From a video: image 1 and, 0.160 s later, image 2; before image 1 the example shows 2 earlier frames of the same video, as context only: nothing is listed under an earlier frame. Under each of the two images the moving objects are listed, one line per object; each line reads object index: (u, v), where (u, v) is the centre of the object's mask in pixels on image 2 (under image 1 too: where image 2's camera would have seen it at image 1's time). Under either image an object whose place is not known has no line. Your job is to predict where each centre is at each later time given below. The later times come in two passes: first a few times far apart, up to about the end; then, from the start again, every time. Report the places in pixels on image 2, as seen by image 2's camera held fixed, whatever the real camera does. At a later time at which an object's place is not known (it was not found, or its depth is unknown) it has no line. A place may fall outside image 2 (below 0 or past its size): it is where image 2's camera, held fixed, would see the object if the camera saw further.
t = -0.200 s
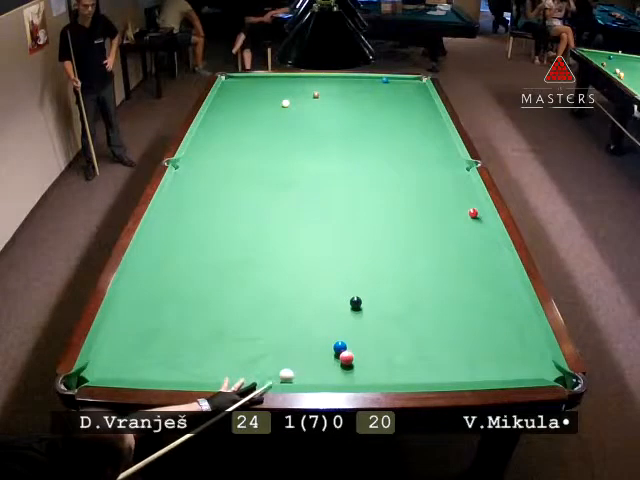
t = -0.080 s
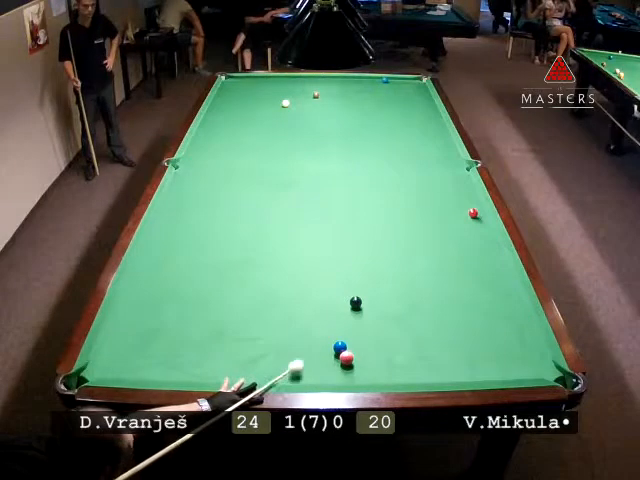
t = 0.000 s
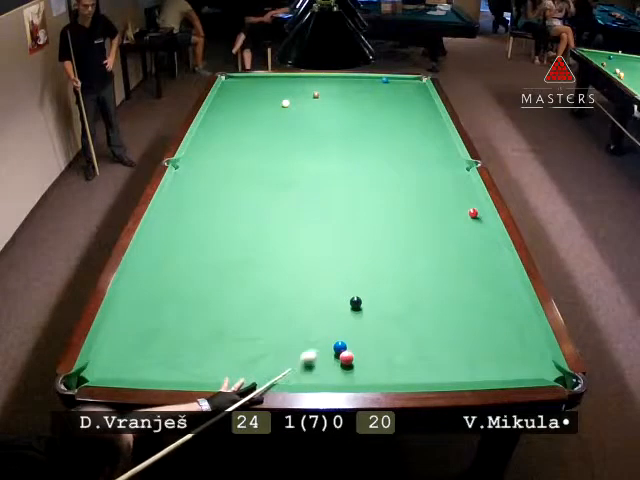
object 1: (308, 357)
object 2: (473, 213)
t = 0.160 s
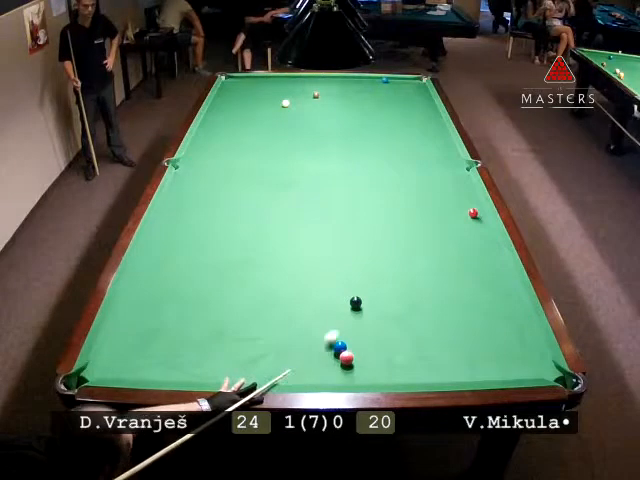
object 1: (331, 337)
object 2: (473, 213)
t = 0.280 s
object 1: (347, 325)
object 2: (473, 213)
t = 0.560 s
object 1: (381, 296)
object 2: (473, 213)
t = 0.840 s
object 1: (409, 272)
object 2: (473, 213)
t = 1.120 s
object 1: (433, 252)
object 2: (473, 213)
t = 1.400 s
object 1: (454, 235)
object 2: (473, 212)
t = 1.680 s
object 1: (472, 220)
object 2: (473, 212)
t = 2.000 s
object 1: (479, 216)
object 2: (471, 205)
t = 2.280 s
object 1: (467, 215)
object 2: (470, 199)
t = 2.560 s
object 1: (457, 214)
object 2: (469, 192)
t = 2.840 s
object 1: (448, 213)
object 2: (468, 189)
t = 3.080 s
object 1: (441, 213)
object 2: (468, 186)
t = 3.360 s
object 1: (435, 213)
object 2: (467, 182)
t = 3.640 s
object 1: (431, 213)
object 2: (466, 180)
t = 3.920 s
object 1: (429, 213)
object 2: (466, 179)
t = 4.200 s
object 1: (429, 213)
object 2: (465, 179)
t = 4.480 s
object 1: (429, 213)
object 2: (465, 179)
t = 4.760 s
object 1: (429, 213)
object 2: (465, 179)
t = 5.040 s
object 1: (430, 213)
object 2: (465, 179)
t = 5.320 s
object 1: (430, 213)
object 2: (465, 178)
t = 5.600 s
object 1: (430, 213)
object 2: (465, 178)
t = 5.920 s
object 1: (430, 213)
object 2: (465, 179)
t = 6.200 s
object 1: (430, 213)
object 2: (465, 179)
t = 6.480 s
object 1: (430, 213)
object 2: (465, 179)
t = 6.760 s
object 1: (430, 213)
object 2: (465, 179)
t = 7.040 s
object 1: (430, 213)
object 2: (465, 179)
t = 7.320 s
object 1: (430, 213)
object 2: (465, 179)
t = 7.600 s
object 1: (430, 213)
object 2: (465, 179)
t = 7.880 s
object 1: (430, 213)
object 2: (465, 179)
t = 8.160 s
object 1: (430, 213)
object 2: (465, 179)
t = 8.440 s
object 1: (430, 213)
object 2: (465, 179)
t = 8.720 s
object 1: (430, 213)
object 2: (465, 178)
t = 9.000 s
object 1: (430, 213)
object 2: (465, 178)
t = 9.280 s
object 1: (429, 213)
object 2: (465, 179)
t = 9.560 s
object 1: (430, 213)
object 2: (465, 179)
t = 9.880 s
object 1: (429, 213)
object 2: (465, 179)
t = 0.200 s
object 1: (336, 332)
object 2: (473, 213)
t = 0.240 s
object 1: (342, 328)
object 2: (473, 213)
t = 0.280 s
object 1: (347, 325)
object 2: (473, 213)
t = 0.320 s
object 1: (352, 319)
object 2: (473, 213)
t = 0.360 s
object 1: (358, 315)
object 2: (473, 213)
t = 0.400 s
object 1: (363, 311)
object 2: (473, 213)
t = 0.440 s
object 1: (368, 308)
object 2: (473, 213)
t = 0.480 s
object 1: (373, 304)
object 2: (473, 213)
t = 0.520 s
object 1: (377, 300)
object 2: (473, 213)
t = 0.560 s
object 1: (381, 296)
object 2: (473, 213)
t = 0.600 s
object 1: (385, 293)
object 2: (473, 213)
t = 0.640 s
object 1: (390, 289)
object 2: (473, 213)
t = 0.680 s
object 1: (394, 285)
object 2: (473, 213)
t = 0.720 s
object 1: (398, 282)
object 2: (473, 213)
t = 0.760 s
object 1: (402, 279)
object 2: (473, 213)
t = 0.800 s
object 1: (406, 275)
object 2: (473, 213)
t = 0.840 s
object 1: (409, 272)
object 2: (473, 213)
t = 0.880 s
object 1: (413, 269)
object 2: (473, 213)
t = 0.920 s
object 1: (416, 266)
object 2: (473, 213)
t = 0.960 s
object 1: (421, 263)
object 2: (473, 213)
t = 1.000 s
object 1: (424, 261)
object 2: (473, 213)
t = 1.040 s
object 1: (427, 257)
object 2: (473, 213)
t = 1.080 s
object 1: (430, 255)
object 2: (473, 213)
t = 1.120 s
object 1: (433, 252)
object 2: (473, 213)
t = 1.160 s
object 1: (437, 249)
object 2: (473, 213)
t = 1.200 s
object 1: (440, 247)
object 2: (473, 213)
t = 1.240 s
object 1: (443, 244)
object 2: (473, 213)
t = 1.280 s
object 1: (446, 242)
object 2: (473, 213)
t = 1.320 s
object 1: (448, 239)
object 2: (473, 213)
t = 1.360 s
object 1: (451, 237)
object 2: (473, 213)
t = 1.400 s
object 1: (454, 235)
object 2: (473, 212)
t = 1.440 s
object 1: (457, 232)
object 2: (473, 212)
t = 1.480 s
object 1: (459, 230)
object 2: (473, 213)
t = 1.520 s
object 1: (462, 229)
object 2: (473, 213)
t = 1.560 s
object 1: (465, 226)
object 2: (473, 213)
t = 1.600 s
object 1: (467, 224)
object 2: (473, 212)
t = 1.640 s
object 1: (470, 222)
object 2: (473, 212)
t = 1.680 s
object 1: (472, 220)
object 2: (473, 212)
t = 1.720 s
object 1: (475, 218)
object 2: (472, 211)
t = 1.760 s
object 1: (477, 218)
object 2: (472, 211)
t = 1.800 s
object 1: (479, 218)
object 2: (472, 210)
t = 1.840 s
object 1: (482, 217)
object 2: (472, 209)
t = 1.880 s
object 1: (484, 217)
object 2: (472, 208)
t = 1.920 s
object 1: (483, 216)
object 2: (472, 207)
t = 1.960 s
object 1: (481, 216)
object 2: (471, 206)
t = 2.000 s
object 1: (479, 216)
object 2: (471, 205)
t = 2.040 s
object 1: (477, 216)
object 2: (471, 204)
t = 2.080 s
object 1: (475, 216)
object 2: (471, 203)
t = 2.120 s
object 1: (473, 216)
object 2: (471, 202)
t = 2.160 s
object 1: (472, 215)
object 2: (471, 201)
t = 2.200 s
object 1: (470, 215)
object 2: (471, 200)
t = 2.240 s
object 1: (469, 215)
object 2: (470, 200)
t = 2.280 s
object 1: (467, 215)
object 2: (470, 199)
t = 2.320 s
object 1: (465, 215)
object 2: (470, 198)
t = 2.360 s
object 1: (464, 215)
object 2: (470, 197)
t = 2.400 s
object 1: (462, 214)
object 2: (470, 196)
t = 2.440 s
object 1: (461, 214)
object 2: (470, 196)
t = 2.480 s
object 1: (459, 214)
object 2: (470, 195)
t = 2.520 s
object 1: (458, 214)
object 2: (470, 195)
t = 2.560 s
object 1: (457, 214)
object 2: (469, 192)
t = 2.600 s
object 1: (455, 214)
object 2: (469, 192)
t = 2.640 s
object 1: (454, 214)
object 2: (468, 191)
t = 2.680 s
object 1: (452, 214)
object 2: (468, 191)
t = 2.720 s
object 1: (451, 214)
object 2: (468, 191)
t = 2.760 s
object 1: (450, 213)
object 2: (468, 190)
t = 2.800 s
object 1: (449, 214)
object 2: (468, 189)
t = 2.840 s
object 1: (448, 213)
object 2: (468, 189)
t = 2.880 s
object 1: (447, 213)
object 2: (468, 188)
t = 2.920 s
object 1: (445, 213)
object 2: (468, 188)
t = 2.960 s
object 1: (443, 213)
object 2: (468, 187)
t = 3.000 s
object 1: (442, 213)
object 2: (468, 187)
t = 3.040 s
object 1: (442, 213)
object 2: (468, 186)
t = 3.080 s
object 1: (441, 213)
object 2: (468, 186)
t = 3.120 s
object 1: (440, 213)
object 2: (467, 185)
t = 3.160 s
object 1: (439, 213)
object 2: (467, 185)
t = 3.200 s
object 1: (438, 213)
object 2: (467, 184)
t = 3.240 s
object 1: (437, 213)
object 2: (467, 184)
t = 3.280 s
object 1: (436, 213)
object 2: (467, 183)
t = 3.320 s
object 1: (436, 213)
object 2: (467, 183)
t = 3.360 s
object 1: (435, 213)
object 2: (467, 182)
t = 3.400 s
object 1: (434, 213)
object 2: (467, 182)
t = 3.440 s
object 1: (434, 213)
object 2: (467, 182)
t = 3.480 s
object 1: (433, 213)
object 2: (467, 181)
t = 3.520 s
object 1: (433, 213)
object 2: (467, 181)
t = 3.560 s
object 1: (432, 213)
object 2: (467, 181)
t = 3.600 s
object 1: (431, 213)
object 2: (467, 181)
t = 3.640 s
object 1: (431, 213)
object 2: (466, 180)
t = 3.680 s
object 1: (431, 213)
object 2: (466, 180)
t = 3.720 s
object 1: (431, 213)
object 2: (466, 180)
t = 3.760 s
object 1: (430, 213)
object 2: (466, 180)
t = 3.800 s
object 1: (430, 213)
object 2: (466, 180)
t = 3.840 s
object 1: (430, 213)
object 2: (466, 180)
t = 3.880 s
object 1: (429, 213)
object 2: (466, 179)
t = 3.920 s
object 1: (429, 213)
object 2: (466, 179)
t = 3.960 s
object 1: (429, 213)
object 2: (466, 179)
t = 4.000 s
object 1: (429, 213)
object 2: (466, 179)
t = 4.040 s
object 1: (429, 213)
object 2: (466, 179)
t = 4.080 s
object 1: (429, 213)
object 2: (466, 179)
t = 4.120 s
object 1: (429, 213)
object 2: (466, 179)
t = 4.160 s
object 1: (429, 213)
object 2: (465, 179)
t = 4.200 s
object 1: (429, 213)
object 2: (465, 179)
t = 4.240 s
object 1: (429, 213)
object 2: (465, 179)
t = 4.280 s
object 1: (429, 213)
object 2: (465, 179)
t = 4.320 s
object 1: (429, 213)
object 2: (465, 179)
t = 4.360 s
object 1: (429, 213)
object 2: (465, 179)
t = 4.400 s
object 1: (430, 213)
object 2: (465, 179)
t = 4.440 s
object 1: (429, 213)
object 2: (465, 179)
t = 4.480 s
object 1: (429, 213)
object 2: (465, 179)
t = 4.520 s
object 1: (429, 213)
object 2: (465, 179)
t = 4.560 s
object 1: (429, 213)
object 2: (465, 179)
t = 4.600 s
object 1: (429, 213)
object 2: (465, 179)
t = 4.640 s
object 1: (429, 213)
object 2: (465, 179)
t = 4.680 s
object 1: (429, 213)
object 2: (465, 179)
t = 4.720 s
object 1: (429, 213)
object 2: (465, 179)
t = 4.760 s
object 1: (429, 213)
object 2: (465, 179)
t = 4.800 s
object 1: (430, 213)
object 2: (465, 179)
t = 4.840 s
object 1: (430, 213)
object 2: (465, 179)
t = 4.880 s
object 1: (430, 213)
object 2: (465, 179)
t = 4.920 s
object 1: (430, 213)
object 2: (465, 179)
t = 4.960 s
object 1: (430, 213)
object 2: (465, 179)
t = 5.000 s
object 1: (430, 213)
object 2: (465, 179)
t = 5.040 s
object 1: (430, 213)
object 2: (465, 179)
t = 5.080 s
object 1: (430, 213)
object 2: (465, 178)
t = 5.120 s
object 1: (430, 213)
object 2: (465, 179)
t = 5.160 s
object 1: (430, 213)
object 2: (465, 179)
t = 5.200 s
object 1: (430, 213)
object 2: (465, 179)
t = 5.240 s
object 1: (430, 213)
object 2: (465, 179)
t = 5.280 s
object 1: (430, 213)
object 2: (465, 178)
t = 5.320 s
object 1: (430, 213)
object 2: (465, 178)
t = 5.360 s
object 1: (430, 213)
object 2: (465, 178)
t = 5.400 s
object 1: (430, 213)
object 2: (465, 178)
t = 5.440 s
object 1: (430, 213)
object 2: (465, 178)
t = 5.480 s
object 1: (430, 213)
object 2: (465, 178)
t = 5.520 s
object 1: (430, 213)
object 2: (465, 178)
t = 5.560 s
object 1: (430, 213)
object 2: (465, 178)
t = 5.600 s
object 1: (430, 213)
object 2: (465, 178)
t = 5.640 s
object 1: (430, 213)
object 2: (465, 178)
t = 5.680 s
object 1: (430, 213)
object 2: (465, 179)
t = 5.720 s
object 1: (430, 213)
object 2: (465, 179)
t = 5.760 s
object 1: (430, 213)
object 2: (465, 179)
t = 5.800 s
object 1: (430, 213)
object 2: (465, 179)
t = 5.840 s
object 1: (430, 213)
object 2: (465, 179)
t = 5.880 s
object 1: (430, 213)
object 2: (465, 179)
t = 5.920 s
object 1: (430, 213)
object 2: (465, 179)
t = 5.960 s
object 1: (430, 213)
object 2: (465, 179)
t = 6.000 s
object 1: (430, 213)
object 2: (465, 179)
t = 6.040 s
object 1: (430, 213)
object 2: (465, 179)
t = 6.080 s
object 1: (430, 213)
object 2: (465, 179)
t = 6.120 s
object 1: (430, 213)
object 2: (465, 179)
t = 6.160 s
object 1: (430, 213)
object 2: (465, 179)
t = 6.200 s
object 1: (430, 213)
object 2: (465, 179)
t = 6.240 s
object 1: (430, 213)
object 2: (465, 179)
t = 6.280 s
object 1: (430, 213)
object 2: (465, 179)
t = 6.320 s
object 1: (430, 213)
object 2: (465, 179)
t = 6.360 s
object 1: (430, 213)
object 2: (465, 179)
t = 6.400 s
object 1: (430, 213)
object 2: (465, 179)
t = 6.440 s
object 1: (430, 213)
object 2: (465, 179)
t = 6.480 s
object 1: (430, 213)
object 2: (465, 179)
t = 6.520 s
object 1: (430, 213)
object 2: (465, 179)
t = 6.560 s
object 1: (430, 213)
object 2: (465, 179)
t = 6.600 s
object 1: (430, 213)
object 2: (465, 179)
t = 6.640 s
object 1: (430, 213)
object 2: (465, 179)
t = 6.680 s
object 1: (430, 213)
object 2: (465, 179)
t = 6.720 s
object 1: (430, 213)
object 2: (465, 179)
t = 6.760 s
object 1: (430, 213)
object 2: (465, 179)
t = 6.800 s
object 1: (430, 213)
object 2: (465, 179)
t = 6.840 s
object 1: (430, 213)
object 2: (465, 179)
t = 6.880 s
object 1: (430, 213)
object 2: (465, 179)
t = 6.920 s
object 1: (430, 213)
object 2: (465, 179)
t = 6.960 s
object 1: (430, 213)
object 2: (465, 179)
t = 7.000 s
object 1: (430, 213)
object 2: (465, 179)
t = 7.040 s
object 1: (430, 213)
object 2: (465, 179)
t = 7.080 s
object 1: (430, 213)
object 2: (465, 179)
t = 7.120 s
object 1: (430, 213)
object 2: (465, 179)
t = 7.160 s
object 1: (430, 213)
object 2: (465, 179)
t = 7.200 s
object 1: (430, 213)
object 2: (465, 179)
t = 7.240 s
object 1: (430, 213)
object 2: (465, 179)
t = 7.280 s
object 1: (430, 213)
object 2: (465, 179)
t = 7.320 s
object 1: (430, 213)
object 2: (465, 179)
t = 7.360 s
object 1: (430, 213)
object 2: (465, 179)
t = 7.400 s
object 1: (430, 213)
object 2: (465, 179)
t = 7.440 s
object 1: (430, 213)
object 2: (465, 179)
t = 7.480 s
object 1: (430, 213)
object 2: (465, 179)
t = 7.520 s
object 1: (430, 213)
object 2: (465, 179)
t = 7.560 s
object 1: (430, 213)
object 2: (465, 179)
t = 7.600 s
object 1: (430, 213)
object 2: (465, 179)
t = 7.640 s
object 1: (430, 213)
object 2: (465, 179)
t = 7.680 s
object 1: (430, 213)
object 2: (465, 179)
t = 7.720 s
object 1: (430, 213)
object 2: (465, 179)
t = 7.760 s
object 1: (430, 213)
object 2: (465, 179)
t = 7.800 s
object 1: (430, 213)
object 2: (465, 179)
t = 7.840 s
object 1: (430, 213)
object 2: (465, 179)
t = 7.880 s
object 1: (430, 213)
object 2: (465, 179)
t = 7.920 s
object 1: (430, 213)
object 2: (465, 179)
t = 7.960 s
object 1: (430, 213)
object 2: (465, 179)
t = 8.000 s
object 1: (430, 213)
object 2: (465, 179)
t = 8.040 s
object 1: (430, 213)
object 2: (465, 179)
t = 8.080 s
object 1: (430, 213)
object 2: (465, 179)
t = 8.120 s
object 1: (430, 213)
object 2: (465, 179)
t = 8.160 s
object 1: (430, 213)
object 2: (465, 179)
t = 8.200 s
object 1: (430, 213)
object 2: (465, 179)
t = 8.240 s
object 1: (430, 213)
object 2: (465, 179)
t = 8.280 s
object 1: (430, 213)
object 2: (465, 179)
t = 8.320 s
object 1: (430, 213)
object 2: (465, 179)
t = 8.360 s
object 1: (430, 213)
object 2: (465, 179)
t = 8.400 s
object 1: (430, 213)
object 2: (465, 179)
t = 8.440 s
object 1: (430, 213)
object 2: (465, 179)
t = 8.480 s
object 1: (430, 213)
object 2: (465, 179)
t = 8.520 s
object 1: (430, 213)
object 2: (465, 179)
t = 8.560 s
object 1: (430, 213)
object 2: (465, 178)
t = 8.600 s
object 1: (430, 213)
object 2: (465, 178)
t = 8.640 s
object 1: (430, 213)
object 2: (465, 178)
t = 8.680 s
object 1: (430, 213)
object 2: (465, 178)
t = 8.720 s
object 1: (430, 213)
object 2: (465, 178)
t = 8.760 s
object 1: (430, 213)
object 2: (465, 178)
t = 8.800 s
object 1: (430, 213)
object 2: (465, 178)
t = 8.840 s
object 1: (430, 213)
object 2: (465, 178)
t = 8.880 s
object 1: (430, 213)
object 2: (465, 178)
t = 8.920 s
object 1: (430, 213)
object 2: (465, 178)
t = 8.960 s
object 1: (430, 213)
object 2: (465, 178)
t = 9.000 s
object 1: (430, 213)
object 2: (465, 178)
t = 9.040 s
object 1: (430, 213)
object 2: (465, 178)
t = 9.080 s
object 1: (430, 213)
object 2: (465, 178)
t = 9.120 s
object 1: (430, 213)
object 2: (465, 178)
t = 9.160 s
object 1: (430, 213)
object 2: (465, 178)
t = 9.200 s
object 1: (430, 213)
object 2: (465, 178)
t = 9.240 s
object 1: (429, 213)
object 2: (465, 178)
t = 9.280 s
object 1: (429, 213)
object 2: (465, 179)
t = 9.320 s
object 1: (429, 213)
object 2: (465, 179)
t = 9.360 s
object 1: (429, 213)
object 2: (465, 179)
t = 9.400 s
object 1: (429, 213)
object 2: (465, 179)
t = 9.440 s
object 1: (429, 213)
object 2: (465, 179)
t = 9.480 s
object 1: (429, 213)
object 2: (465, 179)
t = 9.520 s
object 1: (430, 213)
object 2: (465, 179)
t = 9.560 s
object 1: (430, 213)
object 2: (465, 179)
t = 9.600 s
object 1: (430, 213)
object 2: (465, 179)
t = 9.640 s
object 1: (430, 213)
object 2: (465, 179)
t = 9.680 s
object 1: (430, 213)
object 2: (465, 179)
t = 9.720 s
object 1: (429, 213)
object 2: (465, 179)
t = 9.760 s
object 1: (429, 213)
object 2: (465, 179)
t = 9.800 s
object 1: (429, 213)
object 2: (465, 179)
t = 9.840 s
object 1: (429, 213)
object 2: (465, 179)
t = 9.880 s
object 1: (429, 213)
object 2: (465, 179)
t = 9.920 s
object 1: (429, 213)
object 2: (465, 179)
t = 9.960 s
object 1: (429, 213)
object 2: (465, 179)
